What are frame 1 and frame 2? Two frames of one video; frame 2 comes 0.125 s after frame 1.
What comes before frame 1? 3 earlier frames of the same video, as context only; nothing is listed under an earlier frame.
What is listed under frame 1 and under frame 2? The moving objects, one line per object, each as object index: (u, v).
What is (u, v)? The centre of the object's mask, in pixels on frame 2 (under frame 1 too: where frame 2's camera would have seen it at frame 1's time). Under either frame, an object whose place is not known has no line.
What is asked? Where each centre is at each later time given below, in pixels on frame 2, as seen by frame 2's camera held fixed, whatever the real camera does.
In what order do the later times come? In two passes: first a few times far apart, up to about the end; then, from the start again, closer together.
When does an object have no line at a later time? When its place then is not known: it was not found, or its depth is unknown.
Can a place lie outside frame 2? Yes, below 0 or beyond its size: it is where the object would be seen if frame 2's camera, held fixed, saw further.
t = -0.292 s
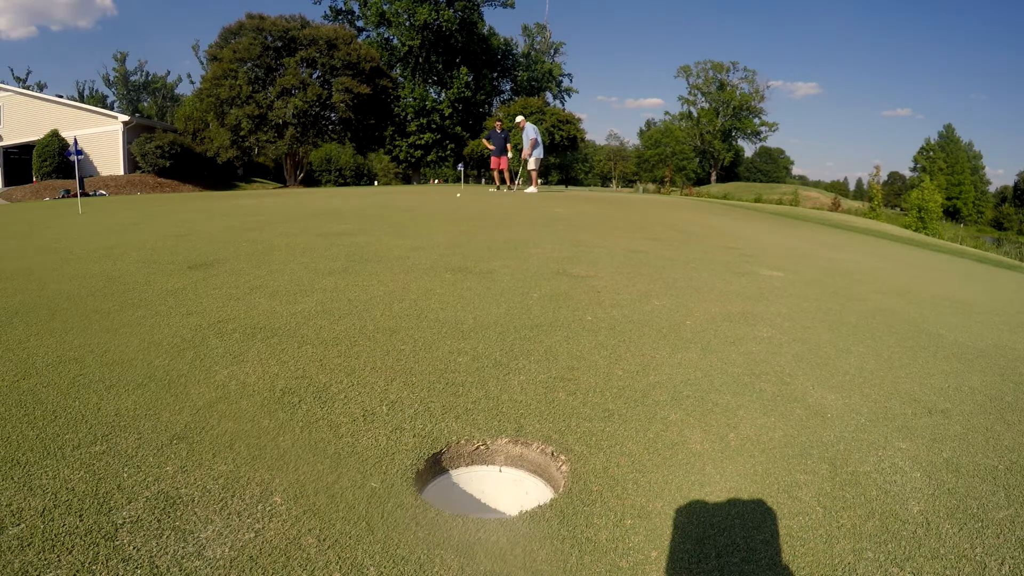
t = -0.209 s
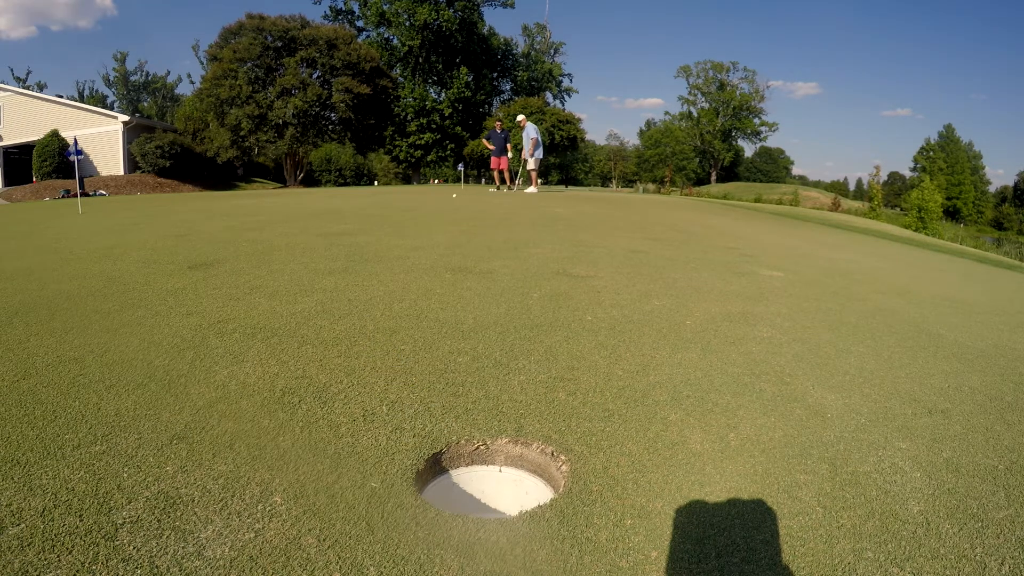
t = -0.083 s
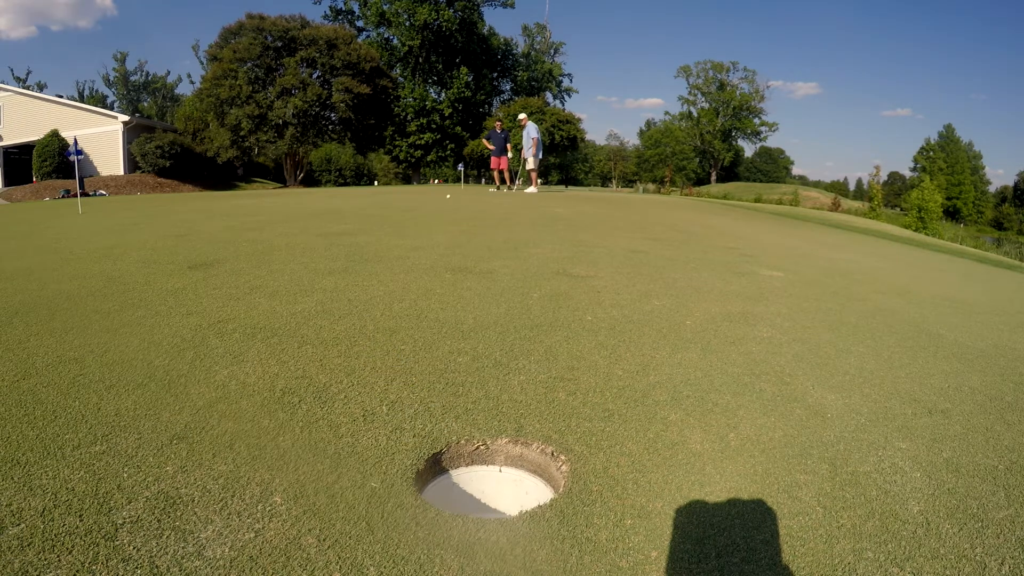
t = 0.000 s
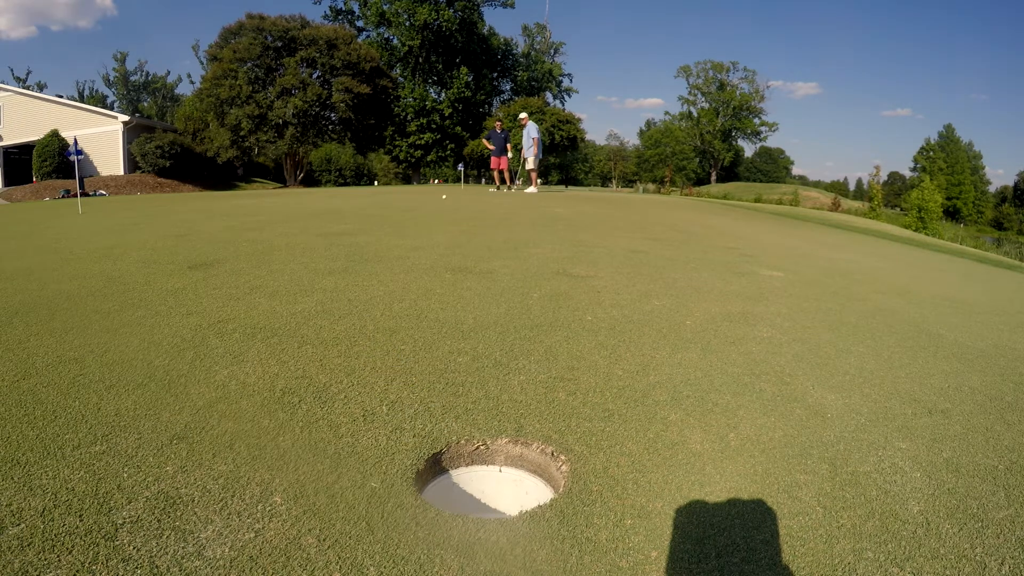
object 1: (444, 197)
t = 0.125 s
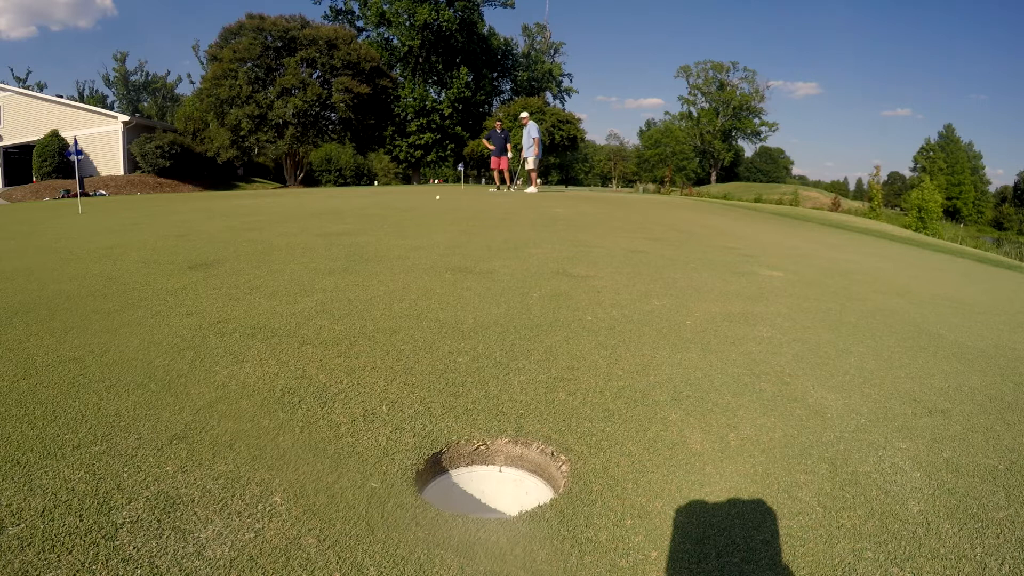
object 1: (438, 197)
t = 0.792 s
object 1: (401, 203)
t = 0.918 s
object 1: (394, 204)
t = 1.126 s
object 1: (382, 207)
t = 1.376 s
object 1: (368, 212)
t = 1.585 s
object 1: (356, 215)
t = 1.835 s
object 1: (342, 222)
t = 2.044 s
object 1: (334, 228)
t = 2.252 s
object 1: (325, 236)
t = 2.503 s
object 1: (317, 248)
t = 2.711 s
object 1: (313, 261)
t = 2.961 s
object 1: (313, 283)
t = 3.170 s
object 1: (319, 308)
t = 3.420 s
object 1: (337, 352)
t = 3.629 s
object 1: (375, 410)
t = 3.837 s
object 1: (474, 486)
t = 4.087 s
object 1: (686, 517)
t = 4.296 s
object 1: (829, 520)
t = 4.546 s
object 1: (939, 504)
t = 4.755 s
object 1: (992, 489)
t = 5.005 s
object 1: (1011, 471)
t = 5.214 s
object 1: (1016, 458)
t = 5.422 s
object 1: (1015, 448)
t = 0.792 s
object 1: (401, 203)
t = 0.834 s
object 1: (399, 203)
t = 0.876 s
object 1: (396, 204)
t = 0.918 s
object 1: (394, 204)
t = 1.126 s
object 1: (382, 207)
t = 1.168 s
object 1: (380, 208)
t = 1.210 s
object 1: (378, 209)
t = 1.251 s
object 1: (375, 209)
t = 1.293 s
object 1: (373, 210)
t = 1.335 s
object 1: (370, 211)
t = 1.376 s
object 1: (368, 212)
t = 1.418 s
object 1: (365, 212)
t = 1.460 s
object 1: (363, 213)
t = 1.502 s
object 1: (361, 214)
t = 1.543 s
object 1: (359, 215)
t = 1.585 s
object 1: (356, 215)
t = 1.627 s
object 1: (354, 216)
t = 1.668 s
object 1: (351, 217)
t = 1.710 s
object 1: (349, 218)
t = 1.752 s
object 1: (347, 220)
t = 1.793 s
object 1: (345, 220)
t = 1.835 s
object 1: (342, 222)
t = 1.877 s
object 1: (341, 223)
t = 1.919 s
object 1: (339, 224)
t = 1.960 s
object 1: (337, 225)
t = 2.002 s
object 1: (335, 227)
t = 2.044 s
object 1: (334, 228)
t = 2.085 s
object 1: (331, 230)
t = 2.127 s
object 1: (330, 231)
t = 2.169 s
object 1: (328, 233)
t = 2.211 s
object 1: (326, 234)
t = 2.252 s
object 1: (325, 236)
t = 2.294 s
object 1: (323, 238)
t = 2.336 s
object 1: (322, 240)
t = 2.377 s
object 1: (321, 242)
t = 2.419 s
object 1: (320, 244)
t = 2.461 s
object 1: (319, 246)
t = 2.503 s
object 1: (317, 248)
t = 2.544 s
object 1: (316, 251)
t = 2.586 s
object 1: (316, 253)
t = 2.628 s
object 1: (315, 256)
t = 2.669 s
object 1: (314, 259)
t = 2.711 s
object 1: (313, 261)
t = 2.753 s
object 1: (312, 265)
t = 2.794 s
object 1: (312, 268)
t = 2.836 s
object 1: (312, 271)
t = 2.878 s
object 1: (313, 275)
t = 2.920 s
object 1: (313, 279)
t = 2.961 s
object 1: (313, 283)
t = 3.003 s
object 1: (314, 287)
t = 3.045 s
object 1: (315, 292)
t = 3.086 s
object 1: (316, 297)
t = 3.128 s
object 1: (318, 302)
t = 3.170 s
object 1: (319, 308)
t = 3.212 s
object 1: (322, 314)
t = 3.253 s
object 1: (324, 320)
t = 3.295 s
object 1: (326, 328)
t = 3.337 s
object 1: (329, 335)
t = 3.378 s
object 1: (333, 344)
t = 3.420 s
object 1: (337, 352)
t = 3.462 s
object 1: (342, 362)
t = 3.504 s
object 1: (348, 373)
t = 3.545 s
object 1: (356, 384)
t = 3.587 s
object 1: (364, 397)
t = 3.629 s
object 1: (375, 410)
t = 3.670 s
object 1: (387, 425)
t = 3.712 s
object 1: (401, 441)
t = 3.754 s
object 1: (418, 459)
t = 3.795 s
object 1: (442, 478)
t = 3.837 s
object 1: (474, 486)
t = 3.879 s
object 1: (511, 494)
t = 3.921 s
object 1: (546, 500)
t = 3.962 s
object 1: (582, 506)
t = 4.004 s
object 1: (618, 510)
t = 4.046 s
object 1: (653, 514)
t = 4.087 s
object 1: (686, 517)
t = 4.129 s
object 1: (718, 520)
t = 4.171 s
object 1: (749, 522)
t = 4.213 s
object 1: (778, 522)
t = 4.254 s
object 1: (804, 521)
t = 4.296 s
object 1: (829, 520)
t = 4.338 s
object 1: (852, 518)
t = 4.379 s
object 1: (873, 516)
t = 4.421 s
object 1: (892, 513)
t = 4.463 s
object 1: (909, 510)
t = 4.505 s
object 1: (925, 507)
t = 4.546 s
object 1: (939, 504)
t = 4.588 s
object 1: (952, 500)
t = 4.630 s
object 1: (964, 497)
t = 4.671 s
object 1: (974, 495)
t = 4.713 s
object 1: (984, 492)
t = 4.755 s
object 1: (992, 489)
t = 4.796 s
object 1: (998, 486)
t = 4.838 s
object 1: (1002, 483)
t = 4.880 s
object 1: (1005, 480)
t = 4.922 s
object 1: (1008, 477)
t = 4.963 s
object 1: (1010, 473)
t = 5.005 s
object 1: (1011, 471)
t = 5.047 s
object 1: (1013, 468)
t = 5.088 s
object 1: (1014, 465)
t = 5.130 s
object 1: (1015, 462)
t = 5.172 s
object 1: (1015, 460)
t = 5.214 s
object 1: (1016, 458)
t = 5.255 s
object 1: (1016, 456)
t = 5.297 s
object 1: (1016, 454)
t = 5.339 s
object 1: (1016, 453)
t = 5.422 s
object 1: (1015, 448)
